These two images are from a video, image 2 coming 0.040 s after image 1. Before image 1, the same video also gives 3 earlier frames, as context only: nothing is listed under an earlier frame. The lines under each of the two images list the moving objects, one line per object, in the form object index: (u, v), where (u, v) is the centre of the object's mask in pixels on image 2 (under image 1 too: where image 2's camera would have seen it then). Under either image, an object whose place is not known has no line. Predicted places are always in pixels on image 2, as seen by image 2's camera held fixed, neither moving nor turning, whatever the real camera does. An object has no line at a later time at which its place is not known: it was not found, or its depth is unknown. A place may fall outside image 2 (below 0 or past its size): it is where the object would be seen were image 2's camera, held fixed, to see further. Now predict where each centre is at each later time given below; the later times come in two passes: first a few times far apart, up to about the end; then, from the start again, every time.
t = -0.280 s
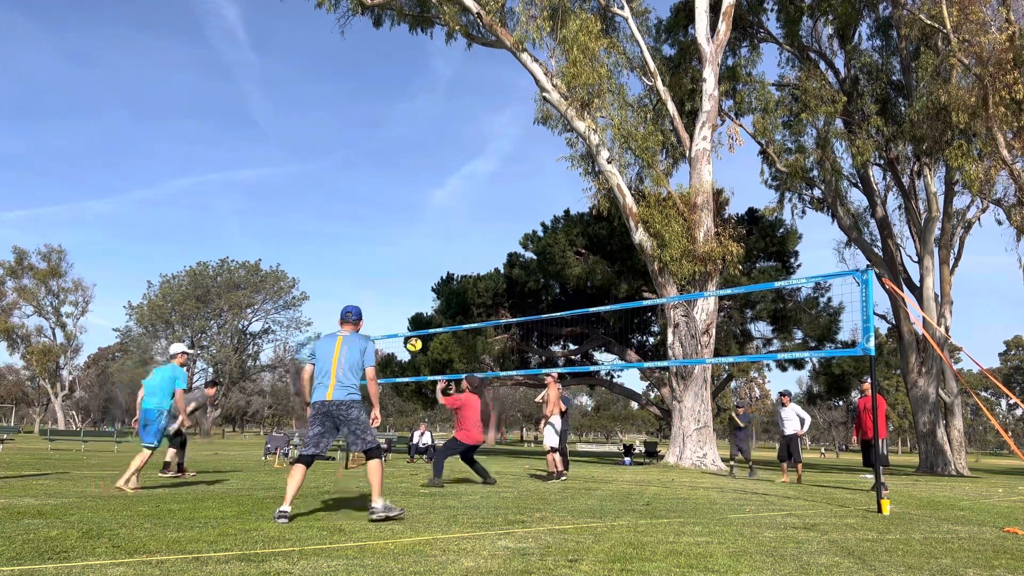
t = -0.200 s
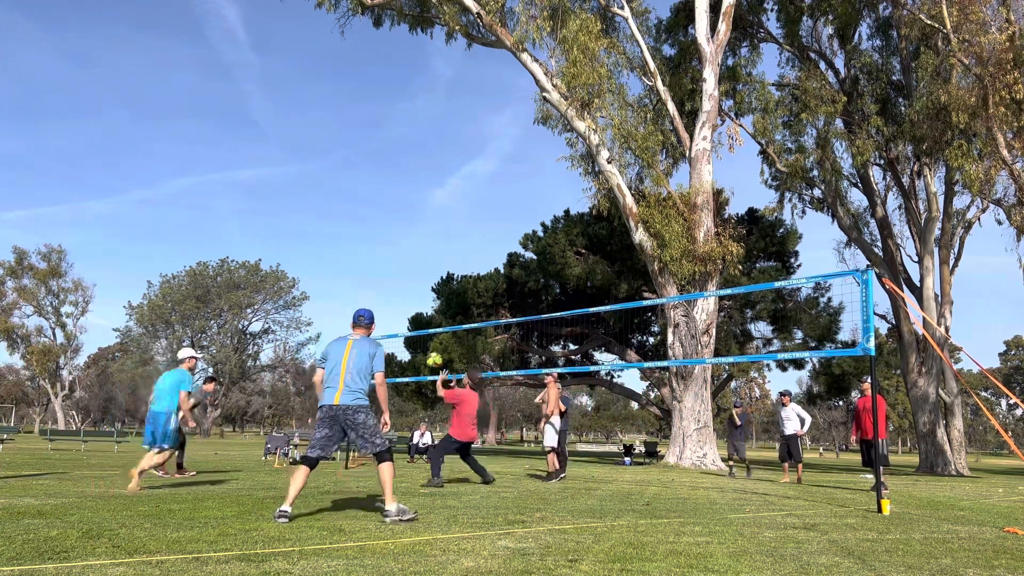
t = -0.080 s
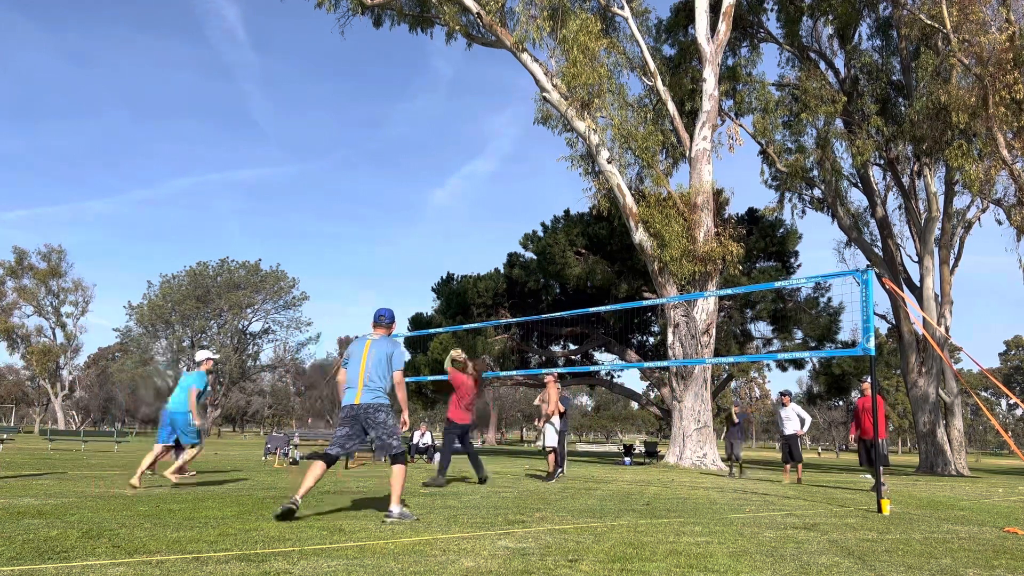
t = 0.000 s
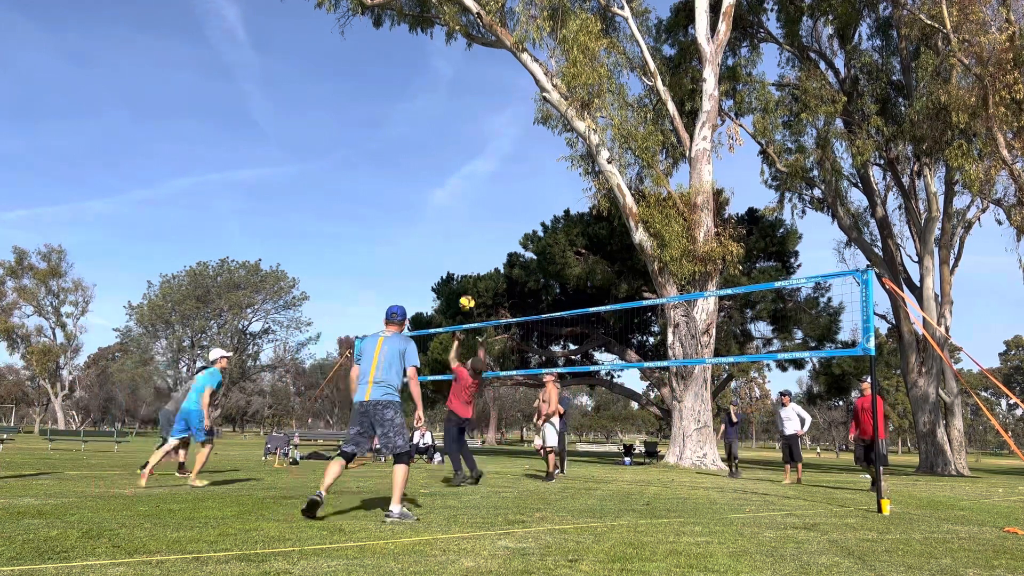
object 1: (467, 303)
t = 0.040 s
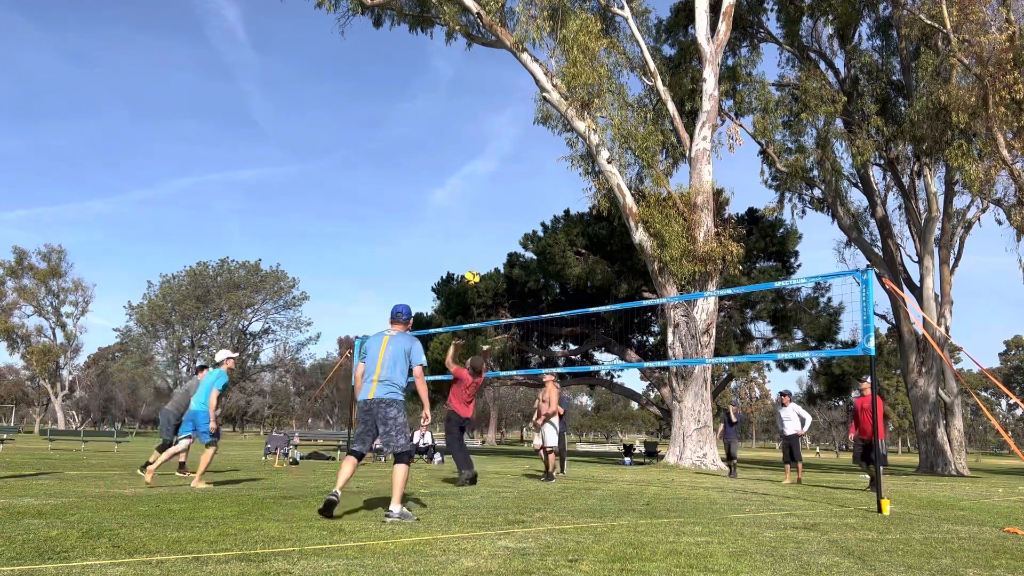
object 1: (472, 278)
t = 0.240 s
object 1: (495, 178)
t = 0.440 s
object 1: (516, 112)
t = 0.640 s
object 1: (535, 76)
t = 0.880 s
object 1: (557, 71)
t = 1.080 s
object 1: (575, 100)
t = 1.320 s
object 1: (595, 172)
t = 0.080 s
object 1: (477, 255)
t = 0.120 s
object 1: (481, 234)
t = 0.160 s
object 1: (486, 214)
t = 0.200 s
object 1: (491, 195)
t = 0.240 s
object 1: (495, 178)
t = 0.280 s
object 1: (500, 162)
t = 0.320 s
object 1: (504, 148)
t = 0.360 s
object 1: (508, 135)
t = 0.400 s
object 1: (512, 122)
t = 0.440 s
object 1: (516, 112)
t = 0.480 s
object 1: (520, 102)
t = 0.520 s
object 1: (524, 94)
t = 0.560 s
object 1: (528, 86)
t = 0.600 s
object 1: (531, 81)
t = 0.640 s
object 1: (535, 76)
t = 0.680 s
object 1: (540, 72)
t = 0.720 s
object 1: (543, 69)
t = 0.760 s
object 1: (547, 68)
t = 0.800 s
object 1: (550, 68)
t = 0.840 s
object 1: (553, 68)
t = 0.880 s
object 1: (557, 71)
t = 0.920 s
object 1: (560, 75)
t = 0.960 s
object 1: (564, 79)
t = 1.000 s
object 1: (568, 85)
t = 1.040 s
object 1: (572, 91)
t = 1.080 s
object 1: (575, 100)
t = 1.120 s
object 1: (578, 109)
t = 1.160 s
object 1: (581, 120)
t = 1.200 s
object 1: (586, 132)
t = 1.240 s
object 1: (589, 144)
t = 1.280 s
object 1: (592, 157)
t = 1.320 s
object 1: (595, 172)
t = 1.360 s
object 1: (600, 188)
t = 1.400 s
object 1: (602, 207)
